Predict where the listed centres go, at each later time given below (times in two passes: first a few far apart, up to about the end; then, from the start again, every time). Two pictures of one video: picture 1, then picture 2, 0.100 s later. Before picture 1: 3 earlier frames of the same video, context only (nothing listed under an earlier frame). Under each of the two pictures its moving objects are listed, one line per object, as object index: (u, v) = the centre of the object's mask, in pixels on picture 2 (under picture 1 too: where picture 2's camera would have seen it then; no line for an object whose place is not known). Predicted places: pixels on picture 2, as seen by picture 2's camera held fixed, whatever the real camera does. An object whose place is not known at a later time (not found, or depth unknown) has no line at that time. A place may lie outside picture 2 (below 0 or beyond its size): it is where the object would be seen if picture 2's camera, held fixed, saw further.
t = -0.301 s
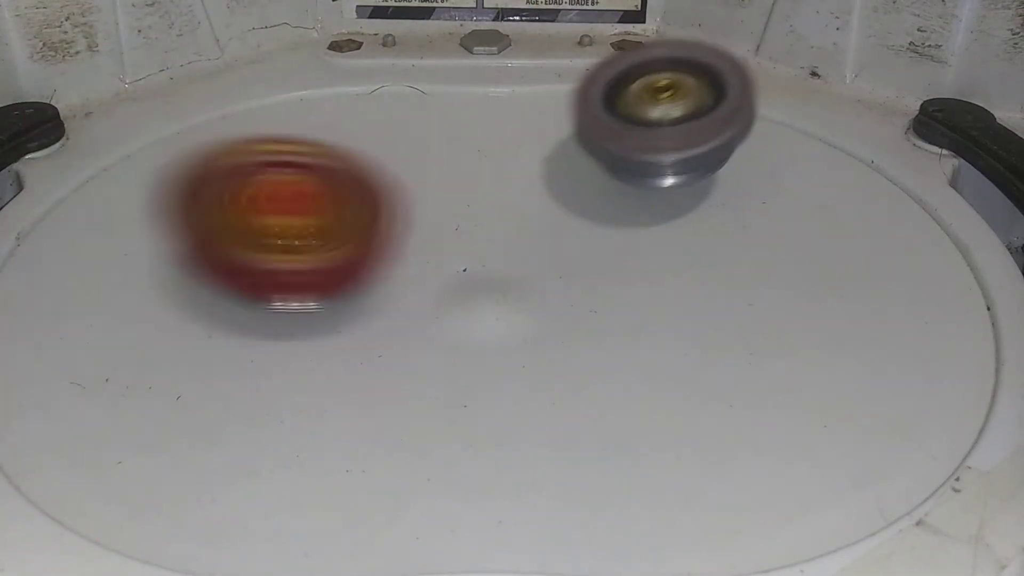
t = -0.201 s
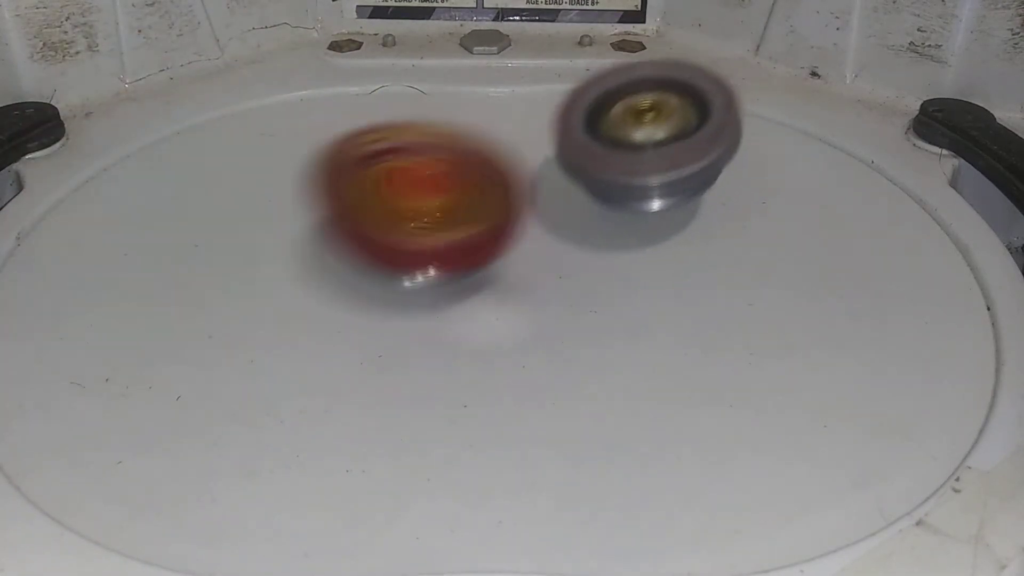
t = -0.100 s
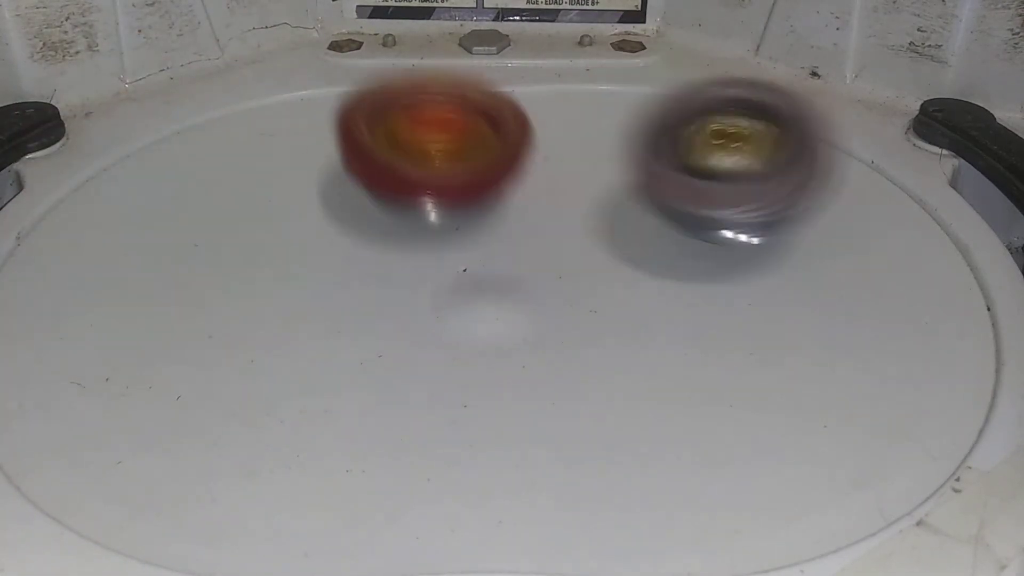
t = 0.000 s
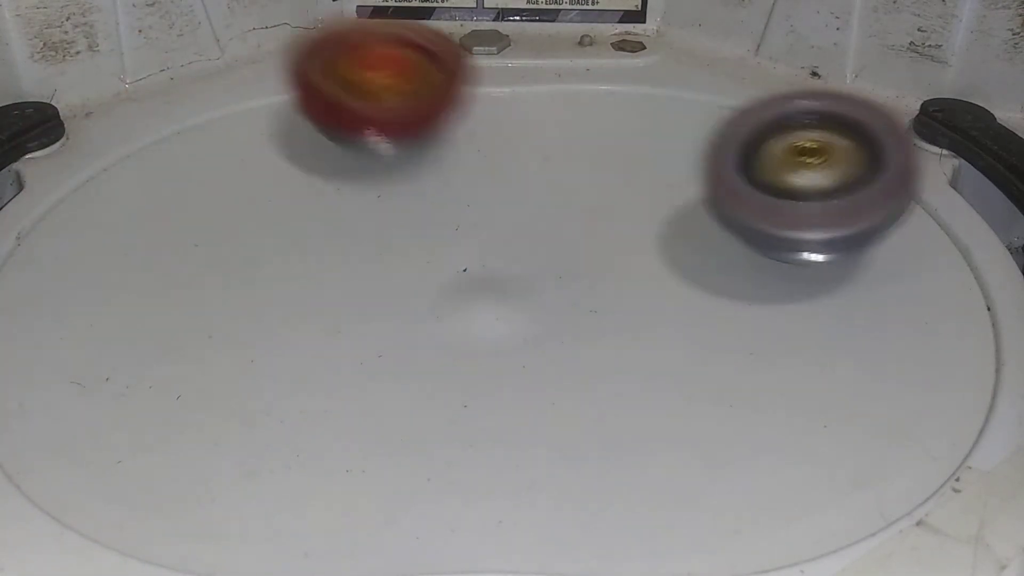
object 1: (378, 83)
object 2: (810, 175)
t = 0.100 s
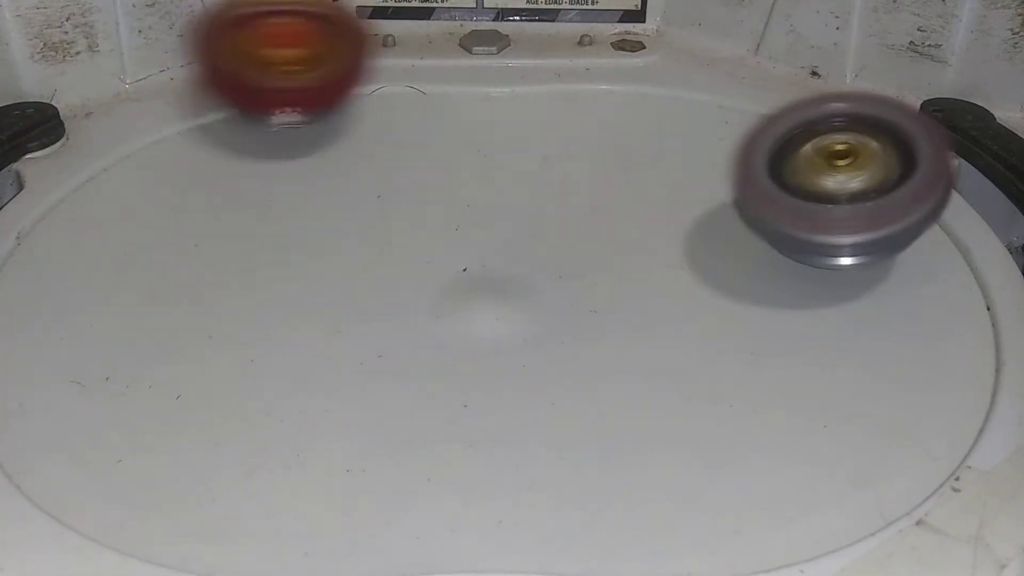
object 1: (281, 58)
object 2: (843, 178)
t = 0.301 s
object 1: (205, 157)
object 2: (803, 183)
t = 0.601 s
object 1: (555, 173)
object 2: (858, 240)
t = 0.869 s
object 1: (497, 109)
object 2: (922, 296)
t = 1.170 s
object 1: (381, 131)
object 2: (770, 316)
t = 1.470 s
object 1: (591, 223)
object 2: (592, 379)
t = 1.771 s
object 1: (772, 119)
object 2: (518, 389)
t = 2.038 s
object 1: (607, 101)
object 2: (426, 322)
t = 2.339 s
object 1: (573, 293)
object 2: (172, 285)
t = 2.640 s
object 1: (884, 271)
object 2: (143, 326)
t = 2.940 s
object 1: (752, 180)
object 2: (296, 278)
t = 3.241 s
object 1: (507, 241)
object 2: (305, 165)
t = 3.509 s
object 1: (517, 350)
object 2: (306, 114)
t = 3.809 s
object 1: (651, 345)
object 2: (335, 119)
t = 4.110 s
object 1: (549, 253)
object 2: (456, 127)
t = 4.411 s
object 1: (385, 284)
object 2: (563, 141)
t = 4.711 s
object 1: (359, 279)
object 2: (669, 146)
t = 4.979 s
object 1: (366, 261)
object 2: (727, 156)
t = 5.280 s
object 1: (390, 228)
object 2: (759, 210)
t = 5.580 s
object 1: (412, 199)
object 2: (758, 284)
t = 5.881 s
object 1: (422, 181)
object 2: (689, 332)
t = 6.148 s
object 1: (444, 187)
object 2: (600, 343)
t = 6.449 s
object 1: (500, 185)
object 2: (473, 337)
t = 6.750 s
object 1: (575, 174)
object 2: (400, 313)
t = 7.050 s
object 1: (613, 169)
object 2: (348, 267)
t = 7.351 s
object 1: (624, 184)
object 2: (343, 226)
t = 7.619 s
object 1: (622, 216)
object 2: (372, 196)
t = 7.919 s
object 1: (615, 254)
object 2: (423, 173)
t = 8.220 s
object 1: (590, 285)
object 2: (469, 165)
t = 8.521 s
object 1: (574, 312)
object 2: (521, 169)
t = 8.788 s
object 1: (572, 327)
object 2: (565, 178)
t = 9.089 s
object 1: (542, 326)
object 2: (608, 183)
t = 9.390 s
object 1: (468, 302)
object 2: (629, 194)
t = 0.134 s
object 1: (252, 64)
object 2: (843, 179)
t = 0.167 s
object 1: (229, 74)
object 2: (840, 179)
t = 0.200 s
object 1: (212, 88)
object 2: (832, 180)
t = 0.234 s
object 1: (199, 105)
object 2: (823, 180)
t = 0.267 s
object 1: (196, 134)
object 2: (813, 181)
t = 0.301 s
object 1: (205, 157)
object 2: (803, 183)
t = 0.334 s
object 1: (232, 182)
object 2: (790, 185)
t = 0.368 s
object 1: (270, 202)
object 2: (780, 188)
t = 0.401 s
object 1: (321, 219)
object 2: (769, 192)
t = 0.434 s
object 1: (375, 228)
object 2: (760, 196)
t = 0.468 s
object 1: (431, 231)
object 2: (751, 202)
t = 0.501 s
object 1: (488, 218)
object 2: (742, 210)
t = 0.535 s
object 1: (527, 207)
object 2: (774, 220)
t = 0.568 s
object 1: (543, 190)
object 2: (821, 229)
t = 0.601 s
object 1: (555, 173)
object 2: (858, 240)
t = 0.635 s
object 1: (561, 158)
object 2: (890, 248)
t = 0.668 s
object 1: (560, 145)
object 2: (910, 256)
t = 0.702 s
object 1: (555, 134)
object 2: (920, 264)
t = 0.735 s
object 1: (548, 125)
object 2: (925, 272)
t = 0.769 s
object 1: (538, 119)
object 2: (927, 278)
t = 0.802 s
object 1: (527, 116)
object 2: (928, 284)
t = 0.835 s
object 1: (512, 112)
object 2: (926, 290)
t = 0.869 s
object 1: (497, 109)
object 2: (922, 296)
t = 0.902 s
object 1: (481, 107)
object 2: (917, 300)
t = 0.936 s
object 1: (465, 106)
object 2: (909, 303)
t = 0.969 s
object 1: (449, 104)
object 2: (898, 305)
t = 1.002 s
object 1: (431, 105)
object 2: (880, 307)
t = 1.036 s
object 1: (417, 106)
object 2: (859, 309)
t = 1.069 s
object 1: (404, 109)
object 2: (838, 311)
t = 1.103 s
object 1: (394, 114)
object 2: (815, 312)
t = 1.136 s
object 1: (386, 121)
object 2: (792, 314)
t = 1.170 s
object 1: (381, 131)
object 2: (770, 316)
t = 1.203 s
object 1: (381, 143)
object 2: (748, 320)
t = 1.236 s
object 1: (385, 156)
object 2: (728, 324)
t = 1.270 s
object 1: (394, 169)
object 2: (708, 329)
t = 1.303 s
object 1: (409, 184)
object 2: (688, 336)
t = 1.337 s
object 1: (430, 200)
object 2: (668, 344)
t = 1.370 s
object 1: (454, 213)
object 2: (649, 352)
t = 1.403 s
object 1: (491, 218)
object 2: (630, 360)
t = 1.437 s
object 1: (537, 222)
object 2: (612, 370)
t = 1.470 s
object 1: (591, 223)
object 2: (592, 379)
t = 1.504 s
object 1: (641, 223)
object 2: (576, 385)
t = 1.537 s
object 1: (681, 221)
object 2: (563, 391)
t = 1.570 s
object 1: (713, 211)
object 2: (551, 395)
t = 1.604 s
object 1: (740, 196)
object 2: (542, 399)
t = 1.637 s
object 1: (760, 180)
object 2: (534, 401)
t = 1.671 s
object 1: (773, 164)
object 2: (530, 401)
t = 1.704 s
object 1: (778, 148)
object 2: (526, 399)
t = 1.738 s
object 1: (778, 133)
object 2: (522, 395)
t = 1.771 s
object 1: (772, 119)
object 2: (518, 389)
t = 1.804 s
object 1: (762, 106)
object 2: (513, 383)
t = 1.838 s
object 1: (746, 96)
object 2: (507, 375)
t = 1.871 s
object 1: (728, 88)
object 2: (499, 366)
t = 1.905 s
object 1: (707, 85)
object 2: (490, 356)
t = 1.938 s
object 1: (685, 84)
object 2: (478, 348)
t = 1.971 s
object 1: (662, 86)
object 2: (463, 338)
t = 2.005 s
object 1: (634, 93)
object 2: (445, 329)
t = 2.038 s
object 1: (607, 101)
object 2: (426, 322)
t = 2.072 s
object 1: (579, 117)
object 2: (403, 313)
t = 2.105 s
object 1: (555, 134)
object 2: (377, 306)
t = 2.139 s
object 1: (535, 155)
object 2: (350, 299)
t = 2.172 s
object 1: (518, 182)
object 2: (322, 294)
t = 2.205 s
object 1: (512, 199)
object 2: (290, 290)
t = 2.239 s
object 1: (512, 217)
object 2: (258, 288)
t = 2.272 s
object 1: (525, 238)
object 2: (227, 285)
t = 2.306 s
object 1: (543, 269)
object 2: (199, 285)
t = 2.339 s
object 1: (573, 293)
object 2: (172, 285)
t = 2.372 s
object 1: (612, 308)
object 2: (150, 286)
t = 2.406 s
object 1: (660, 319)
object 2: (131, 289)
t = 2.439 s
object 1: (707, 322)
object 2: (121, 293)
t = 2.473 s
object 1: (750, 322)
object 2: (114, 298)
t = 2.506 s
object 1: (788, 319)
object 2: (111, 304)
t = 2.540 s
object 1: (821, 311)
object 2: (110, 311)
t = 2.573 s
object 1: (851, 299)
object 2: (115, 318)
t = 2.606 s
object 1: (871, 285)
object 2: (125, 323)
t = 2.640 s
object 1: (884, 271)
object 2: (143, 326)
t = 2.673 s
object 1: (892, 257)
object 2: (166, 326)
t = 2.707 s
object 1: (891, 243)
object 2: (191, 325)
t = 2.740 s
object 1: (883, 229)
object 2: (216, 324)
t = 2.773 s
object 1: (869, 217)
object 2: (240, 321)
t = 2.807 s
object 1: (851, 205)
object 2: (259, 318)
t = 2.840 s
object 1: (831, 195)
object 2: (273, 311)
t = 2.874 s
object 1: (806, 188)
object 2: (284, 303)
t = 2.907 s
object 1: (779, 182)
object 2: (291, 291)
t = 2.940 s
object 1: (752, 180)
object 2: (296, 278)
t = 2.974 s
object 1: (721, 179)
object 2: (299, 263)
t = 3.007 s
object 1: (690, 181)
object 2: (302, 248)
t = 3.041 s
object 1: (658, 185)
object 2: (303, 233)
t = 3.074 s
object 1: (626, 191)
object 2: (304, 219)
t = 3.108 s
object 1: (595, 198)
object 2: (305, 206)
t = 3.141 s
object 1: (564, 206)
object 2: (304, 195)
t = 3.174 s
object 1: (537, 217)
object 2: (304, 185)
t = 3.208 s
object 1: (517, 227)
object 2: (305, 174)
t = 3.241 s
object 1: (507, 241)
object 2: (305, 165)
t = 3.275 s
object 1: (494, 270)
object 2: (304, 158)
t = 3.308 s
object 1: (476, 291)
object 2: (303, 150)
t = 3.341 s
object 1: (472, 307)
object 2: (303, 143)
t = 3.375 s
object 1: (476, 318)
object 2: (304, 136)
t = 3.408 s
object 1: (482, 327)
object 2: (304, 129)
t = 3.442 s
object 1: (491, 335)
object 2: (306, 123)
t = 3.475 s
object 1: (503, 343)
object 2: (306, 118)
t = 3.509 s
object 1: (517, 350)
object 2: (306, 114)
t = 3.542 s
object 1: (535, 357)
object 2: (306, 112)
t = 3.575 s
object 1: (554, 364)
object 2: (307, 111)
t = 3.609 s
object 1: (573, 367)
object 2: (308, 111)
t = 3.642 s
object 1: (590, 368)
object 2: (310, 112)
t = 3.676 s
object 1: (606, 367)
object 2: (313, 113)
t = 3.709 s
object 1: (622, 364)
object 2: (316, 115)
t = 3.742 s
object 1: (635, 359)
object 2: (320, 116)
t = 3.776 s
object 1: (645, 353)
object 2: (326, 117)
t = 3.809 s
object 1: (651, 345)
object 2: (335, 119)
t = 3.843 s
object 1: (653, 335)
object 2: (345, 121)
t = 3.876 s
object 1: (651, 324)
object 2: (358, 122)
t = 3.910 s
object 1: (644, 313)
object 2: (372, 123)
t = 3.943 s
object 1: (634, 302)
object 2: (387, 124)
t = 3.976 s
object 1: (622, 292)
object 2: (401, 126)
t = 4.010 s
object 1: (608, 281)
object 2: (416, 127)
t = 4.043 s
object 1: (590, 271)
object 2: (431, 129)
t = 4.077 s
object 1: (570, 261)
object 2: (444, 129)
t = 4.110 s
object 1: (549, 253)
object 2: (456, 127)
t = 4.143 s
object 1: (526, 254)
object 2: (470, 120)
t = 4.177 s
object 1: (493, 264)
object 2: (481, 117)
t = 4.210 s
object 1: (450, 274)
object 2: (491, 118)
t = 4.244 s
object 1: (424, 277)
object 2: (501, 120)
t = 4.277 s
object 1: (413, 280)
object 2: (512, 122)
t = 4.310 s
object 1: (405, 281)
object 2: (524, 126)
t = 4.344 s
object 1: (398, 282)
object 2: (536, 131)
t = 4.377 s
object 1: (391, 283)
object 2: (550, 137)
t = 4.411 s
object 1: (385, 284)
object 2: (563, 141)
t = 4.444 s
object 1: (380, 285)
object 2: (577, 144)
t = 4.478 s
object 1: (376, 286)
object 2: (590, 146)
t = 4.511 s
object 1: (372, 286)
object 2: (602, 146)
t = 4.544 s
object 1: (369, 286)
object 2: (614, 147)
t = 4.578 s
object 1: (366, 285)
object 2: (625, 147)
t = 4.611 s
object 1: (364, 284)
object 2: (637, 147)
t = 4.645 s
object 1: (362, 283)
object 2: (648, 146)
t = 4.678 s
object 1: (361, 281)
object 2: (659, 146)
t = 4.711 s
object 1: (359, 279)
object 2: (669, 146)
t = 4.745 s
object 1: (359, 277)
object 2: (679, 145)
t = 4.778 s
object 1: (358, 276)
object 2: (688, 145)
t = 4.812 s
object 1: (359, 274)
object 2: (696, 145)
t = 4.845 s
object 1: (360, 272)
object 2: (703, 146)
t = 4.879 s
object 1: (361, 269)
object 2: (710, 147)
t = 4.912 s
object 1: (362, 267)
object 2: (717, 150)
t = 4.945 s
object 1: (364, 264)
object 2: (723, 152)
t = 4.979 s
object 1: (366, 261)
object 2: (727, 156)
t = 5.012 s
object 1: (369, 258)
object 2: (732, 161)
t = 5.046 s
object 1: (371, 254)
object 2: (736, 166)
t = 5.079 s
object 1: (374, 250)
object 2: (740, 171)
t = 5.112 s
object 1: (377, 246)
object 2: (744, 176)
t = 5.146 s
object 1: (380, 242)
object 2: (747, 182)
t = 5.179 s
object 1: (383, 239)
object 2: (750, 188)
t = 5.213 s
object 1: (385, 235)
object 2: (753, 195)
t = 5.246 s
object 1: (388, 232)
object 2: (756, 202)
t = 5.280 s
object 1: (390, 228)
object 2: (759, 210)
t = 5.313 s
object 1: (393, 225)
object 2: (760, 219)
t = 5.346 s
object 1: (395, 222)
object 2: (762, 227)
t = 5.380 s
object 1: (398, 218)
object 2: (763, 235)
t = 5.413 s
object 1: (401, 215)
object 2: (763, 243)
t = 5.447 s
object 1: (404, 212)
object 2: (763, 251)
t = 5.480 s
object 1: (406, 208)
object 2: (763, 260)
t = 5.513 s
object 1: (408, 205)
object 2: (762, 268)
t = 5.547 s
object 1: (410, 202)
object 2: (760, 276)
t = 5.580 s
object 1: (412, 199)
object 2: (758, 284)
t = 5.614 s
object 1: (413, 196)
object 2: (753, 291)
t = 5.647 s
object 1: (415, 194)
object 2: (749, 298)
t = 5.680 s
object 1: (416, 191)
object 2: (743, 305)
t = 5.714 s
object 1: (417, 189)
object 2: (737, 311)
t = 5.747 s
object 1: (418, 187)
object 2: (729, 317)
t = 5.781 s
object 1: (419, 185)
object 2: (719, 322)
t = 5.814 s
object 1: (420, 183)
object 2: (710, 326)
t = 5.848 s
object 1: (420, 182)
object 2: (699, 329)
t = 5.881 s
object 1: (422, 181)
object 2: (689, 332)
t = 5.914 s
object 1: (423, 180)
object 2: (680, 335)
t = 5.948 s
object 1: (424, 180)
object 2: (670, 338)
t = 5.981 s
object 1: (427, 181)
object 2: (659, 340)
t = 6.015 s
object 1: (430, 182)
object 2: (648, 342)
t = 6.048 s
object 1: (433, 183)
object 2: (637, 344)
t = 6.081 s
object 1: (436, 184)
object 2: (624, 344)
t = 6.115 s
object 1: (440, 185)
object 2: (612, 344)
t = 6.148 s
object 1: (444, 187)
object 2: (600, 343)
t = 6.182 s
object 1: (449, 189)
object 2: (588, 342)
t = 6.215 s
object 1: (453, 190)
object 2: (575, 341)
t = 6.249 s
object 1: (458, 191)
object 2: (563, 340)
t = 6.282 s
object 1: (463, 191)
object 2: (550, 339)
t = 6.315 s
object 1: (468, 191)
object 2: (536, 336)
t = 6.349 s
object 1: (473, 190)
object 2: (522, 332)
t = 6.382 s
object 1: (477, 189)
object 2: (509, 328)
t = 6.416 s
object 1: (485, 188)
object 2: (493, 327)
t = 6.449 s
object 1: (500, 185)
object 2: (473, 337)
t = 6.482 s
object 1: (513, 184)
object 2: (458, 340)
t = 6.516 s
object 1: (523, 185)
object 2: (448, 340)
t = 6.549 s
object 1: (533, 183)
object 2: (441, 338)
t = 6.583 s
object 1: (541, 182)
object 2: (435, 334)
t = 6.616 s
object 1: (549, 180)
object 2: (429, 331)
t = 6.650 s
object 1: (556, 179)
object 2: (422, 326)
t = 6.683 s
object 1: (563, 177)
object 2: (415, 322)
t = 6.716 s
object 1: (570, 175)
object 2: (408, 318)
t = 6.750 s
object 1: (575, 174)
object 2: (400, 313)
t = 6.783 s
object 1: (581, 172)
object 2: (393, 308)
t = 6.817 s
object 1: (586, 171)
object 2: (386, 303)
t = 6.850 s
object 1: (590, 170)
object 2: (379, 298)
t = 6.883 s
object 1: (594, 170)
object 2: (373, 293)
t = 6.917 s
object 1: (599, 169)
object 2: (367, 288)
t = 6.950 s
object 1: (603, 169)
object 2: (361, 282)
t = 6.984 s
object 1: (607, 169)
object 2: (356, 277)
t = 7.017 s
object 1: (610, 169)
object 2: (352, 272)
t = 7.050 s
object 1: (613, 169)
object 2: (348, 267)
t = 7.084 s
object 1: (616, 169)
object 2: (345, 262)
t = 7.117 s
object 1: (618, 170)
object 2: (342, 257)
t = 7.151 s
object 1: (619, 171)
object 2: (340, 253)
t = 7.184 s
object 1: (621, 172)
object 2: (339, 248)
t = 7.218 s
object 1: (622, 174)
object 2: (339, 244)
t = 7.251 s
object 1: (623, 176)
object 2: (339, 239)
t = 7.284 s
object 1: (623, 179)
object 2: (340, 234)
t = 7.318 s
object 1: (624, 181)
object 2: (341, 230)
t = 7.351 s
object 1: (624, 184)
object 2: (343, 226)
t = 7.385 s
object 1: (624, 188)
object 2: (344, 221)
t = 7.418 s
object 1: (624, 192)
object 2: (347, 217)
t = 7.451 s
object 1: (624, 195)
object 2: (350, 213)
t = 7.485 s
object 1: (624, 199)
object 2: (354, 209)
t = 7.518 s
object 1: (623, 203)
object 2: (359, 205)
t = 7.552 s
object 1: (622, 207)
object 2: (363, 202)
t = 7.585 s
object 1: (622, 212)
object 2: (368, 199)
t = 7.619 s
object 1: (622, 216)
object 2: (372, 196)
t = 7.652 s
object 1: (621, 221)
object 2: (377, 193)
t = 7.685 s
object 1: (621, 225)
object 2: (382, 190)
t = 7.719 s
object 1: (620, 230)
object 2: (387, 187)
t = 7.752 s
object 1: (619, 234)
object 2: (394, 184)
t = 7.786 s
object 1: (618, 239)
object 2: (400, 182)
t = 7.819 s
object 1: (618, 243)
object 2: (406, 179)
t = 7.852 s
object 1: (617, 247)
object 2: (412, 177)
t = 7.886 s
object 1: (616, 251)
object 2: (418, 175)
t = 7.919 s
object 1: (615, 254)
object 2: (423, 173)
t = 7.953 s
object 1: (612, 257)
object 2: (428, 172)
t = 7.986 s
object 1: (611, 261)
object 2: (434, 170)
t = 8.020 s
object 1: (608, 264)
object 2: (439, 169)
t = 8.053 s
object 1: (605, 267)
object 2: (444, 168)
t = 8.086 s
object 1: (601, 270)
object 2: (449, 167)
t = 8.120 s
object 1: (598, 274)
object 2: (455, 165)
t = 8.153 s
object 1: (596, 278)
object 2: (460, 165)
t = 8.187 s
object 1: (592, 282)
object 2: (464, 165)
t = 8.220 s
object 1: (590, 285)
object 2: (469, 165)
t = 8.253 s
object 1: (586, 288)
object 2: (474, 165)
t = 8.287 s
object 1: (584, 292)
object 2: (479, 165)
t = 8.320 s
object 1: (582, 295)
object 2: (485, 165)
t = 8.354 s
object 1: (581, 298)
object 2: (490, 165)
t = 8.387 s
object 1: (579, 301)
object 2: (496, 166)
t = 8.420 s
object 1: (577, 304)
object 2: (503, 166)
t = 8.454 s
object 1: (575, 307)
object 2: (510, 166)
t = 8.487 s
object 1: (575, 310)
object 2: (515, 167)
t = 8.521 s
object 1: (574, 312)
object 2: (521, 169)
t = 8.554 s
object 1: (575, 315)
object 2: (526, 170)
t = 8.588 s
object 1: (573, 317)
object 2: (532, 171)
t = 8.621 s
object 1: (573, 320)
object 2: (538, 172)
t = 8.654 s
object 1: (573, 321)
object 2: (543, 173)
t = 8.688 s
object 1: (572, 323)
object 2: (549, 174)
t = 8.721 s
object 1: (572, 325)
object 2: (555, 175)
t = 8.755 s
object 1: (572, 327)
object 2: (560, 176)
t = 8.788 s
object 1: (572, 327)
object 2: (565, 178)
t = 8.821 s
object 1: (570, 328)
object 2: (571, 179)
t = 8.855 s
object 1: (568, 329)
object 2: (576, 179)
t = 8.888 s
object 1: (567, 329)
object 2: (581, 180)
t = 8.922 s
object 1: (564, 329)
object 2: (587, 180)
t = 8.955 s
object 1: (561, 329)
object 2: (591, 181)
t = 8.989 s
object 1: (557, 328)
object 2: (596, 181)
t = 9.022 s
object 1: (552, 328)
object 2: (600, 182)
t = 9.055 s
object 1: (547, 327)
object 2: (604, 182)
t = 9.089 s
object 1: (542, 326)
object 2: (608, 183)
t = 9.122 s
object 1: (537, 325)
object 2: (611, 183)
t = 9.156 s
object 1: (530, 323)
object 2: (614, 185)
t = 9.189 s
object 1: (524, 321)
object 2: (617, 186)
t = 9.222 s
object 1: (516, 320)
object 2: (620, 187)
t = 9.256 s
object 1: (508, 317)
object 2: (622, 188)
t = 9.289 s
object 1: (499, 314)
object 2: (625, 189)
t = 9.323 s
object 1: (489, 311)
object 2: (627, 190)
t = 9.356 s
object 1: (479, 307)
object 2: (628, 192)
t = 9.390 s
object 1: (468, 302)
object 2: (629, 194)
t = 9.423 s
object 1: (457, 295)
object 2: (629, 195)
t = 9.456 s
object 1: (445, 289)
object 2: (630, 197)
